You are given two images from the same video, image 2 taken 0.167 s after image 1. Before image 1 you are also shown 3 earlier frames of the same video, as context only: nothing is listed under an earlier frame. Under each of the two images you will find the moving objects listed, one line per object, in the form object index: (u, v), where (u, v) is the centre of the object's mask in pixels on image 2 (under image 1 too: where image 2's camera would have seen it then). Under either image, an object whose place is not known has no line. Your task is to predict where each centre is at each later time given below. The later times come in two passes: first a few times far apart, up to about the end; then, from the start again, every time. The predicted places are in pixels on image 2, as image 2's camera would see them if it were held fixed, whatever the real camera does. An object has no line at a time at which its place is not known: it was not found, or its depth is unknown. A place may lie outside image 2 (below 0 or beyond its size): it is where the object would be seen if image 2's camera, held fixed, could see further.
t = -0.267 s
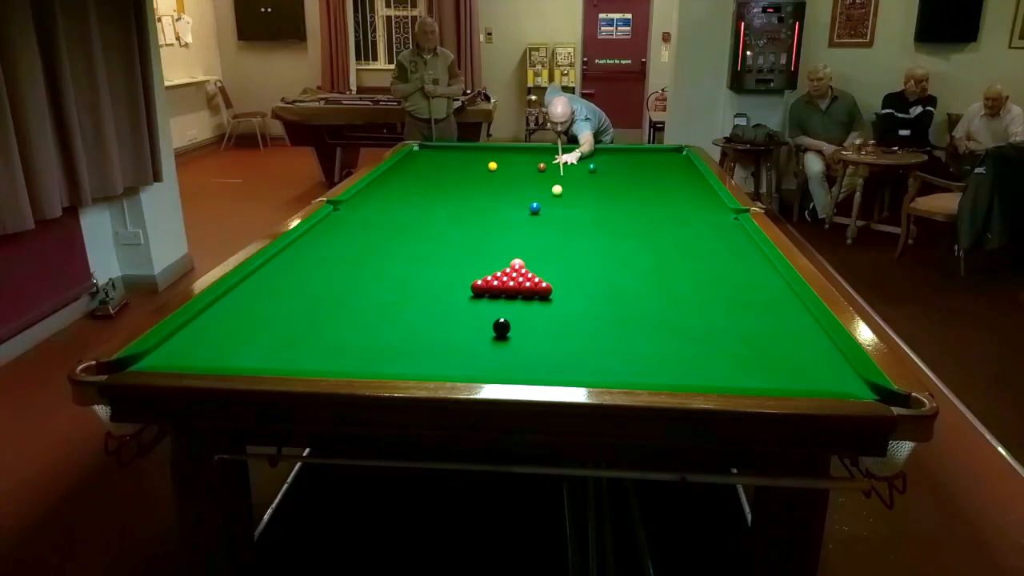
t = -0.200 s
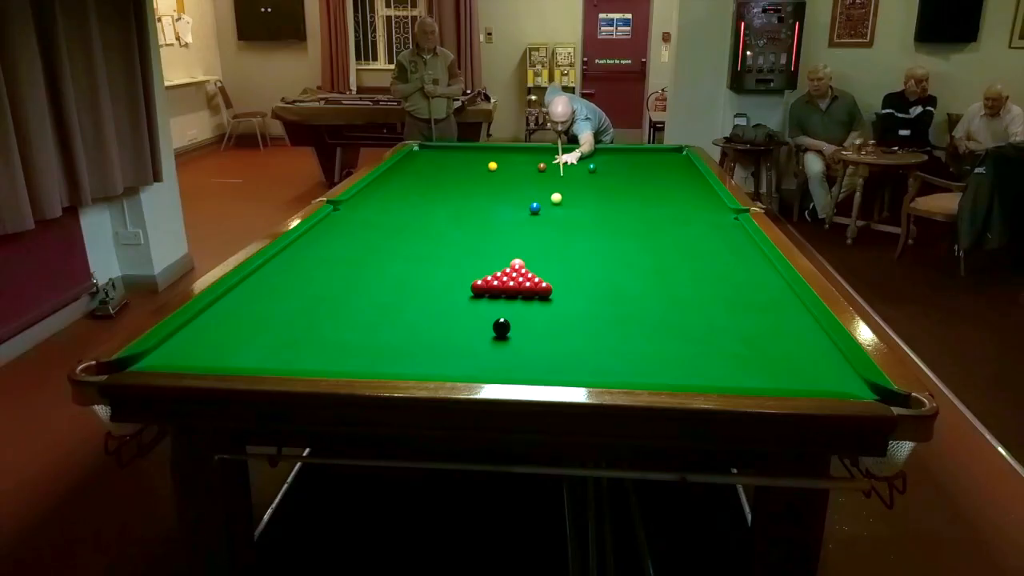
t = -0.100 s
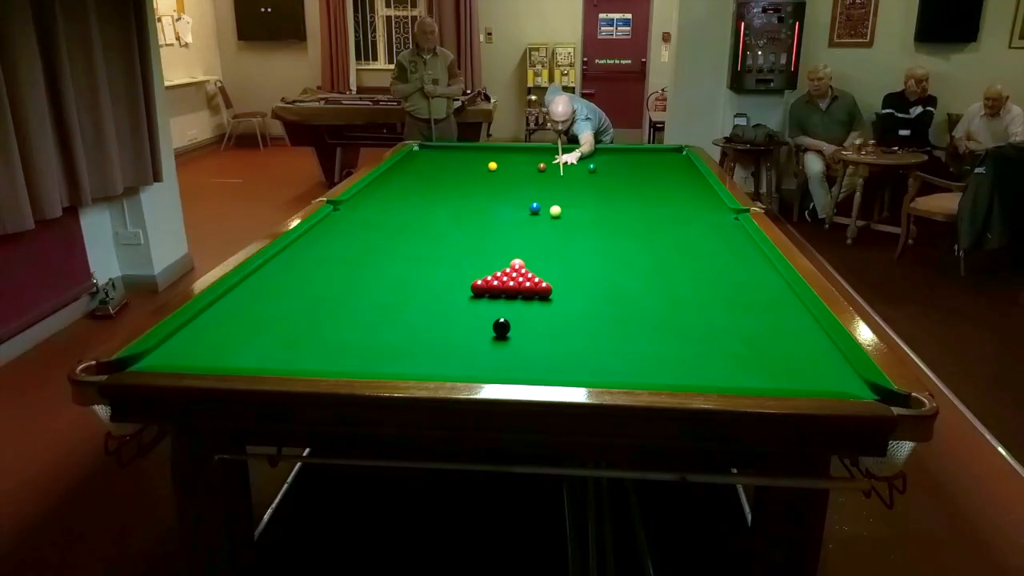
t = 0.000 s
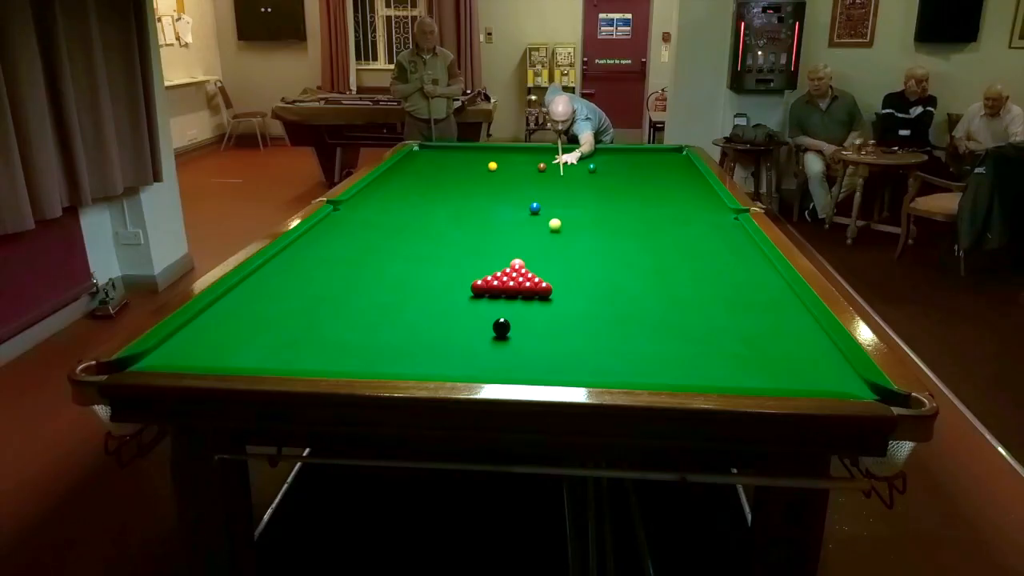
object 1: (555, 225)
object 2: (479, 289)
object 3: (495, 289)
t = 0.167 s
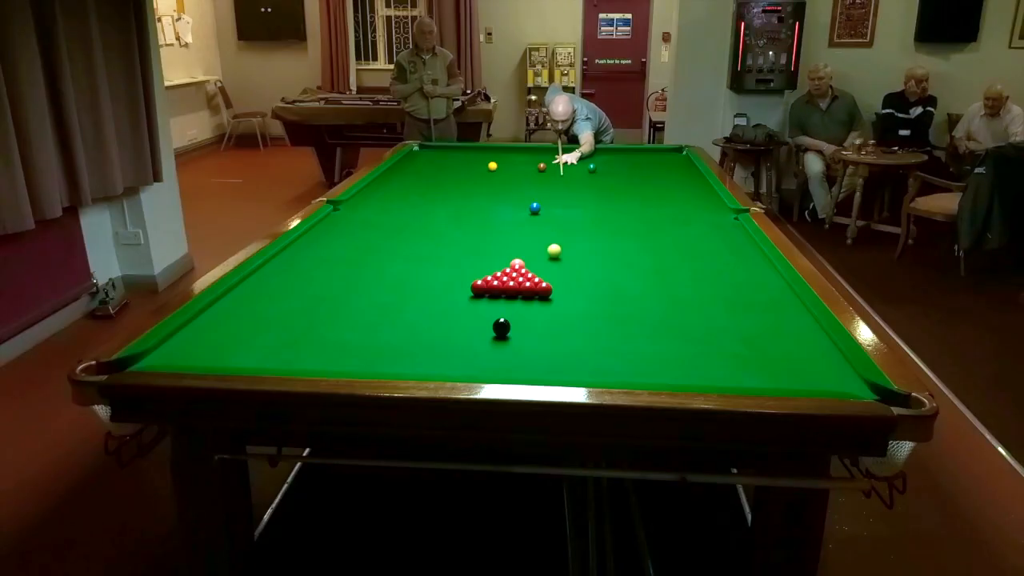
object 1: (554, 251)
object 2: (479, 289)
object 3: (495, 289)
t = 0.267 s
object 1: (554, 271)
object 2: (478, 289)
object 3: (495, 289)
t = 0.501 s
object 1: (606, 303)
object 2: (452, 288)
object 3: (493, 293)
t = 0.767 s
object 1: (696, 345)
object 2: (414, 287)
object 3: (490, 298)
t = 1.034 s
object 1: (810, 379)
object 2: (378, 286)
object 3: (488, 304)
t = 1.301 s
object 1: (774, 345)
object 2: (345, 285)
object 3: (486, 309)
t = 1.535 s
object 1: (700, 319)
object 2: (318, 284)
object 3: (485, 312)
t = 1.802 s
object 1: (632, 294)
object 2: (289, 283)
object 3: (484, 315)
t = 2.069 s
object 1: (577, 273)
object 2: (262, 282)
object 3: (483, 318)
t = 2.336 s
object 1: (531, 256)
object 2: (252, 281)
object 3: (482, 320)
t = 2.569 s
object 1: (496, 243)
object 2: (265, 282)
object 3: (482, 321)
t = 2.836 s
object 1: (462, 231)
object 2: (277, 282)
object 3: (482, 321)
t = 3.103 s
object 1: (432, 219)
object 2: (288, 282)
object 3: (482, 321)
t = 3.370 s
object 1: (406, 209)
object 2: (296, 282)
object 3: (482, 321)
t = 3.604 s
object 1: (386, 202)
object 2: (302, 282)
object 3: (482, 321)
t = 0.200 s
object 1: (554, 258)
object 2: (478, 289)
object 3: (495, 289)
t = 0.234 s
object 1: (554, 264)
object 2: (479, 289)
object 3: (495, 289)
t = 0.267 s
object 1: (554, 271)
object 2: (478, 289)
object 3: (495, 289)
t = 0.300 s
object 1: (554, 277)
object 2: (478, 289)
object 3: (495, 289)
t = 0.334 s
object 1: (554, 284)
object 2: (479, 289)
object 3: (495, 289)
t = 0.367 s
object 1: (563, 289)
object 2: (473, 288)
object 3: (495, 290)
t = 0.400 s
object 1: (574, 292)
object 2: (467, 288)
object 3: (494, 291)
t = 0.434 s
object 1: (585, 296)
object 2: (462, 288)
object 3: (493, 291)
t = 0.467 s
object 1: (595, 300)
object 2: (457, 288)
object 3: (493, 292)
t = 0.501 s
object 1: (606, 303)
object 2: (452, 288)
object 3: (493, 293)
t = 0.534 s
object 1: (616, 308)
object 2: (447, 288)
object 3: (492, 294)
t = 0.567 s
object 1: (626, 313)
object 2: (442, 288)
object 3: (492, 294)
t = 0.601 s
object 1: (637, 318)
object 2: (437, 288)
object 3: (492, 295)
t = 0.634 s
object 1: (648, 323)
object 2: (433, 288)
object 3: (491, 296)
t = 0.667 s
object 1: (660, 328)
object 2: (428, 287)
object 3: (491, 296)
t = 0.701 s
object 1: (671, 334)
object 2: (423, 287)
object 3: (491, 297)
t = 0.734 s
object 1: (684, 339)
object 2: (419, 287)
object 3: (490, 298)
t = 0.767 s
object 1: (696, 345)
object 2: (414, 287)
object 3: (490, 298)
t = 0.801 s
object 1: (710, 351)
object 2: (409, 287)
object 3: (490, 299)
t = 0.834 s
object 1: (723, 357)
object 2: (405, 287)
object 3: (489, 300)
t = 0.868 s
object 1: (737, 363)
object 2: (400, 287)
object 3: (489, 301)
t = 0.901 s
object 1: (752, 370)
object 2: (396, 287)
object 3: (489, 301)
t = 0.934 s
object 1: (766, 376)
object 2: (391, 286)
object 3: (489, 302)
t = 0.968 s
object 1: (781, 380)
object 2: (387, 286)
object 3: (488, 303)
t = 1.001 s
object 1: (796, 382)
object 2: (383, 286)
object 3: (488, 303)
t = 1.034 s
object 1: (810, 379)
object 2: (378, 286)
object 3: (488, 304)
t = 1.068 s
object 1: (823, 377)
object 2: (374, 286)
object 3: (487, 305)
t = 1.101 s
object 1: (836, 373)
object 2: (370, 286)
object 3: (487, 305)
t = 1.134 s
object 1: (844, 370)
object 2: (365, 286)
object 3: (487, 306)
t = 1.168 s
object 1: (827, 364)
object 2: (361, 286)
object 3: (487, 306)
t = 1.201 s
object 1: (812, 359)
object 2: (357, 285)
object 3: (487, 307)
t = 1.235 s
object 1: (798, 354)
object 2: (353, 285)
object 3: (486, 307)
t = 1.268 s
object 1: (786, 350)
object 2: (349, 285)
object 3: (486, 308)
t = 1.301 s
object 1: (774, 345)
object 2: (345, 285)
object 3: (486, 309)
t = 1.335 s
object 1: (762, 341)
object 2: (341, 285)
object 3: (486, 309)
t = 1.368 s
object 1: (752, 337)
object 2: (337, 285)
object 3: (485, 310)
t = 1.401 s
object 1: (741, 333)
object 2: (333, 285)
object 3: (485, 310)
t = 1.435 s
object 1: (730, 329)
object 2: (329, 285)
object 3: (485, 310)
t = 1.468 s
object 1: (720, 326)
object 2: (325, 284)
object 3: (485, 311)
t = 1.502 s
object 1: (710, 322)
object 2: (321, 284)
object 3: (485, 311)
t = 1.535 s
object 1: (700, 319)
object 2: (318, 284)
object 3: (485, 312)
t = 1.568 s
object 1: (691, 315)
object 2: (314, 284)
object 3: (485, 313)
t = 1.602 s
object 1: (682, 312)
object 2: (310, 284)
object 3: (484, 313)
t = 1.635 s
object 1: (673, 308)
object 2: (307, 284)
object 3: (484, 314)
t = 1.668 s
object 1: (664, 306)
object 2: (303, 284)
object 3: (484, 314)
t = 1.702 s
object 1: (656, 302)
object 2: (299, 284)
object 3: (484, 314)
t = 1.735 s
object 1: (648, 299)
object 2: (296, 284)
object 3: (484, 315)
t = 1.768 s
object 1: (640, 296)
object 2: (292, 283)
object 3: (484, 315)
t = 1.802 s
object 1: (632, 294)
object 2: (289, 283)
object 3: (484, 315)
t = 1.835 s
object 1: (625, 291)
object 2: (285, 283)
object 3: (484, 316)
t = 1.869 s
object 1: (618, 288)
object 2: (282, 283)
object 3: (484, 316)
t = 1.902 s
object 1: (610, 285)
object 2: (279, 283)
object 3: (483, 316)
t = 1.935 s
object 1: (604, 283)
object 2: (275, 283)
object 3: (483, 317)
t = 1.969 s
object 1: (596, 280)
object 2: (272, 283)
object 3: (483, 317)
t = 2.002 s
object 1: (590, 278)
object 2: (269, 282)
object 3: (483, 317)
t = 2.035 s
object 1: (583, 276)
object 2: (265, 282)
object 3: (483, 318)
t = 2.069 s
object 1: (577, 273)
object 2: (262, 282)
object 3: (483, 318)
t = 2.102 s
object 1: (571, 271)
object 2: (259, 282)
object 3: (483, 319)
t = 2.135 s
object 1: (564, 269)
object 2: (256, 282)
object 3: (483, 318)
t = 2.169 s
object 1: (559, 266)
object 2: (253, 282)
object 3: (483, 319)
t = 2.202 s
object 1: (553, 264)
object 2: (250, 281)
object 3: (483, 319)
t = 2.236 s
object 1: (547, 262)
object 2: (247, 281)
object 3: (482, 319)
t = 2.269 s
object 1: (541, 260)
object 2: (248, 281)
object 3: (482, 320)
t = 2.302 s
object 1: (536, 258)
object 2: (250, 281)
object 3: (482, 320)
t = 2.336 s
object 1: (531, 256)
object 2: (252, 281)
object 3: (482, 320)
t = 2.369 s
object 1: (526, 254)
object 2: (254, 281)
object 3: (482, 320)
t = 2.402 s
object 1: (520, 251)
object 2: (256, 281)
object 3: (482, 320)
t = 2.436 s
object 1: (515, 250)
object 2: (257, 281)
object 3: (482, 321)
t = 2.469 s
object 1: (510, 248)
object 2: (259, 282)
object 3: (482, 321)
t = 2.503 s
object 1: (505, 247)
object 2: (261, 282)
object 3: (482, 321)
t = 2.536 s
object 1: (501, 245)
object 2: (263, 282)
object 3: (482, 321)
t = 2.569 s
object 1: (496, 243)
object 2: (265, 282)
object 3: (482, 321)
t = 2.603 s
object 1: (491, 242)
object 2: (266, 281)
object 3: (482, 321)
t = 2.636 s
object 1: (487, 240)
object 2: (268, 282)
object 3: (482, 321)
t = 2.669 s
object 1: (483, 238)
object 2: (270, 282)
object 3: (481, 321)
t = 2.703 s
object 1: (478, 237)
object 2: (271, 282)
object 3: (481, 321)
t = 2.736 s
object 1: (474, 235)
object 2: (273, 282)
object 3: (481, 321)
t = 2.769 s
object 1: (470, 234)
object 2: (274, 282)
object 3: (482, 321)
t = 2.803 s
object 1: (466, 232)
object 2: (275, 282)
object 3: (482, 321)
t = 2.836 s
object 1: (462, 231)
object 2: (277, 282)
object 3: (482, 321)
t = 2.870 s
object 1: (458, 229)
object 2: (278, 282)
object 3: (482, 321)
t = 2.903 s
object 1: (454, 228)
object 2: (280, 282)
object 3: (482, 321)
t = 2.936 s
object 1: (450, 226)
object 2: (281, 282)
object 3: (482, 321)
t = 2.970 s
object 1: (446, 225)
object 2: (283, 282)
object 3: (482, 321)
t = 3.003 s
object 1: (443, 223)
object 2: (284, 282)
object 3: (482, 321)
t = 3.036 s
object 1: (439, 222)
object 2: (285, 282)
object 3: (482, 321)
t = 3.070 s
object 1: (436, 221)
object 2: (286, 282)
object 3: (482, 321)
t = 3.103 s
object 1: (432, 219)
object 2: (288, 282)
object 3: (482, 321)
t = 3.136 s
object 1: (429, 218)
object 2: (289, 282)
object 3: (482, 321)
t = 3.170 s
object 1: (425, 217)
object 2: (290, 282)
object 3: (482, 321)
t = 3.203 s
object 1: (422, 215)
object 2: (291, 282)
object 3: (482, 321)
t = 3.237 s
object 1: (419, 214)
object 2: (292, 282)
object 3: (482, 321)
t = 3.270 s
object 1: (416, 213)
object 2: (293, 282)
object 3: (482, 321)
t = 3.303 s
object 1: (412, 212)
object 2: (294, 282)
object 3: (482, 321)
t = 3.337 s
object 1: (409, 210)
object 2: (295, 282)
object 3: (482, 321)
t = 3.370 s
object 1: (406, 209)
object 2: (296, 282)
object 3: (482, 321)
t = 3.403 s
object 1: (403, 208)
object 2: (297, 282)
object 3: (482, 321)
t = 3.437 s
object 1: (400, 207)
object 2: (298, 282)
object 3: (482, 321)
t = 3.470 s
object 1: (397, 206)
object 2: (299, 282)
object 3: (482, 321)
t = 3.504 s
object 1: (394, 205)
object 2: (299, 282)
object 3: (482, 321)
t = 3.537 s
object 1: (392, 204)
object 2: (300, 282)
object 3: (482, 321)
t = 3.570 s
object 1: (389, 203)
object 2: (301, 282)
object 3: (482, 321)
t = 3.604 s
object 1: (386, 202)
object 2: (302, 282)
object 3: (482, 321)
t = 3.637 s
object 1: (383, 200)
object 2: (302, 282)
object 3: (482, 321)
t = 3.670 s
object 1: (381, 199)
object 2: (303, 282)
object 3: (482, 321)
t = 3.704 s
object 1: (378, 198)
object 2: (304, 282)
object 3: (482, 321)
